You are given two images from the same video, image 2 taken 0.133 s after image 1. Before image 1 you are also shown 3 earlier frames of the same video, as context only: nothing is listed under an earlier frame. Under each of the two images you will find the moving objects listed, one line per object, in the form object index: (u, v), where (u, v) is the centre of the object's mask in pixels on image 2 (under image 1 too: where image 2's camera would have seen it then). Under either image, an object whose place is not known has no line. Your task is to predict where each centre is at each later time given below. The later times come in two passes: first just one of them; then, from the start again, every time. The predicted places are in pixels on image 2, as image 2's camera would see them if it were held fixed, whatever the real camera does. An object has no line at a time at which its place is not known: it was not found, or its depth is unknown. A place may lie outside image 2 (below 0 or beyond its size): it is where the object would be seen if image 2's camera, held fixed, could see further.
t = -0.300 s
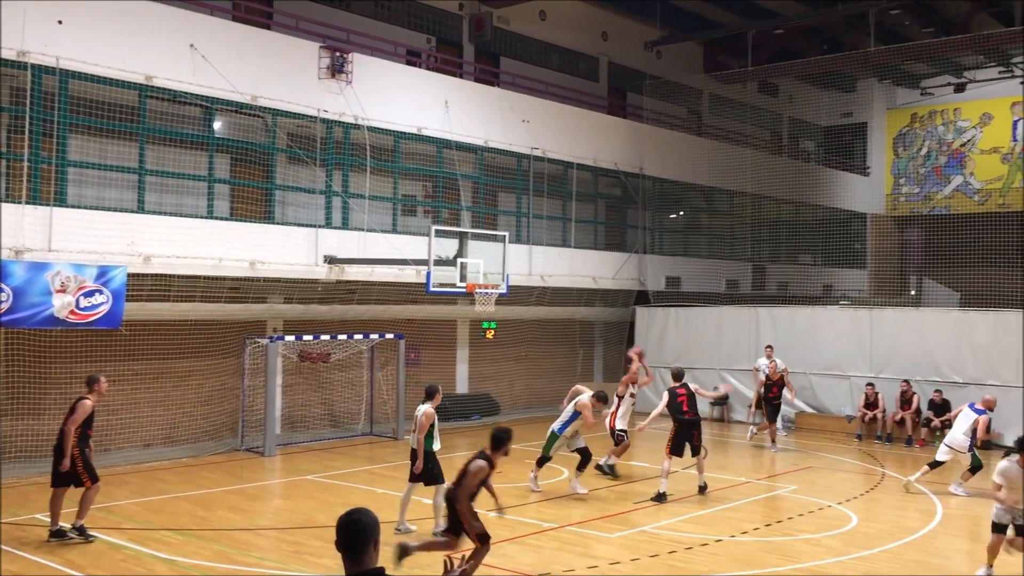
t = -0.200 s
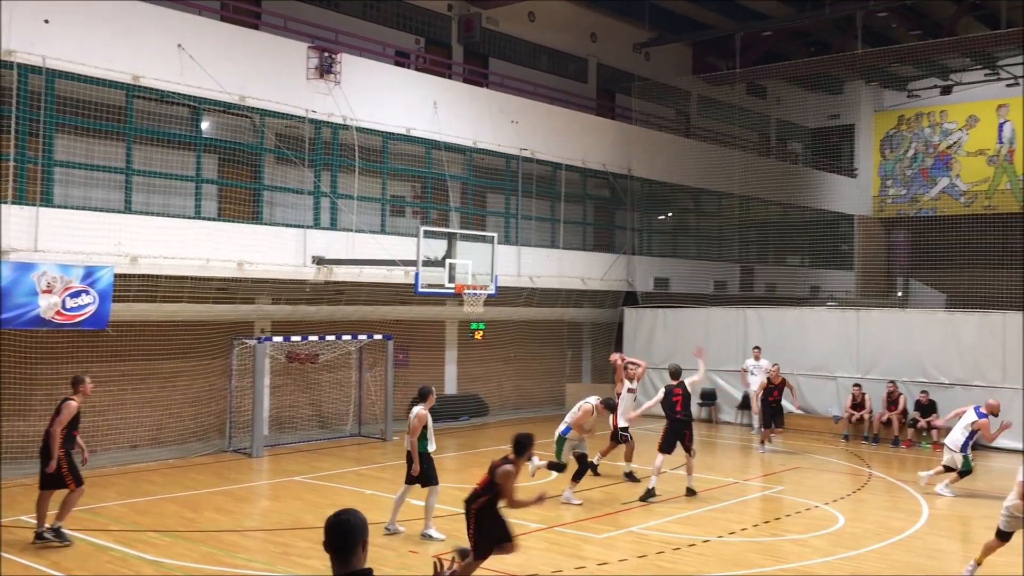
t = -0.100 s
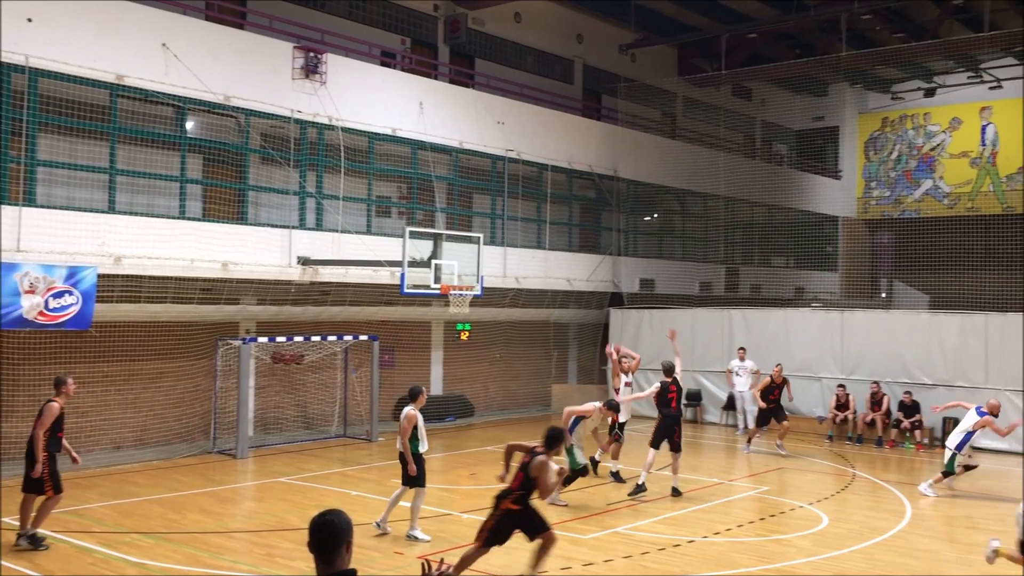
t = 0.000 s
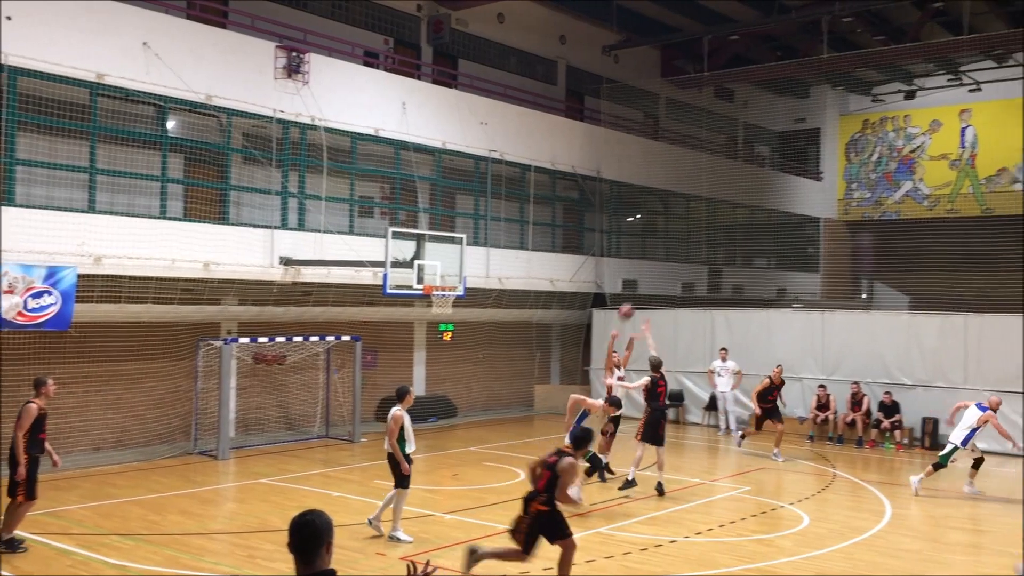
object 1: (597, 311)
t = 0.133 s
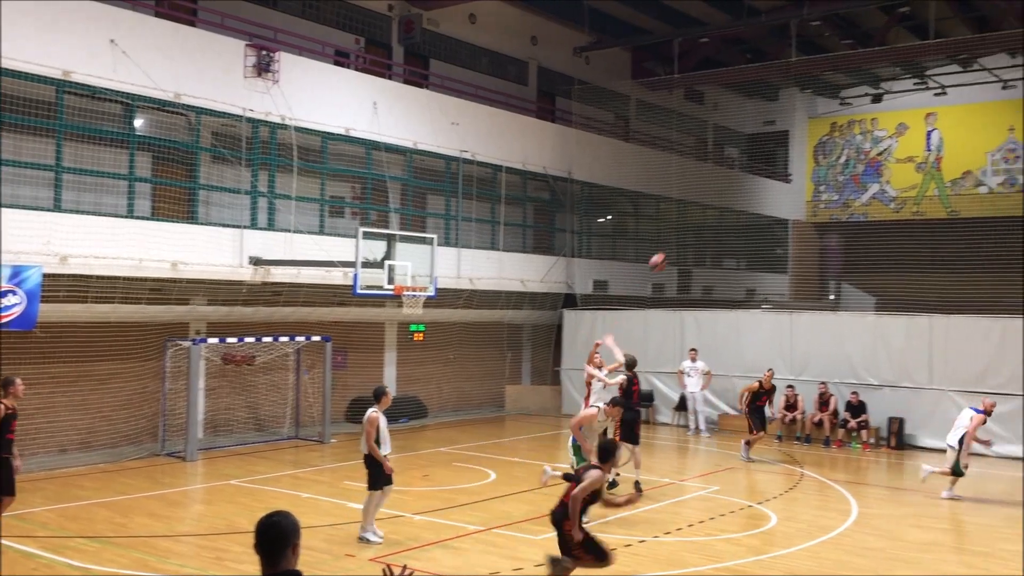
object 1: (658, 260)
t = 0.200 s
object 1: (691, 238)
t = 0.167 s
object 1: (674, 249)
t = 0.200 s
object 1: (691, 238)
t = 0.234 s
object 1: (709, 228)
